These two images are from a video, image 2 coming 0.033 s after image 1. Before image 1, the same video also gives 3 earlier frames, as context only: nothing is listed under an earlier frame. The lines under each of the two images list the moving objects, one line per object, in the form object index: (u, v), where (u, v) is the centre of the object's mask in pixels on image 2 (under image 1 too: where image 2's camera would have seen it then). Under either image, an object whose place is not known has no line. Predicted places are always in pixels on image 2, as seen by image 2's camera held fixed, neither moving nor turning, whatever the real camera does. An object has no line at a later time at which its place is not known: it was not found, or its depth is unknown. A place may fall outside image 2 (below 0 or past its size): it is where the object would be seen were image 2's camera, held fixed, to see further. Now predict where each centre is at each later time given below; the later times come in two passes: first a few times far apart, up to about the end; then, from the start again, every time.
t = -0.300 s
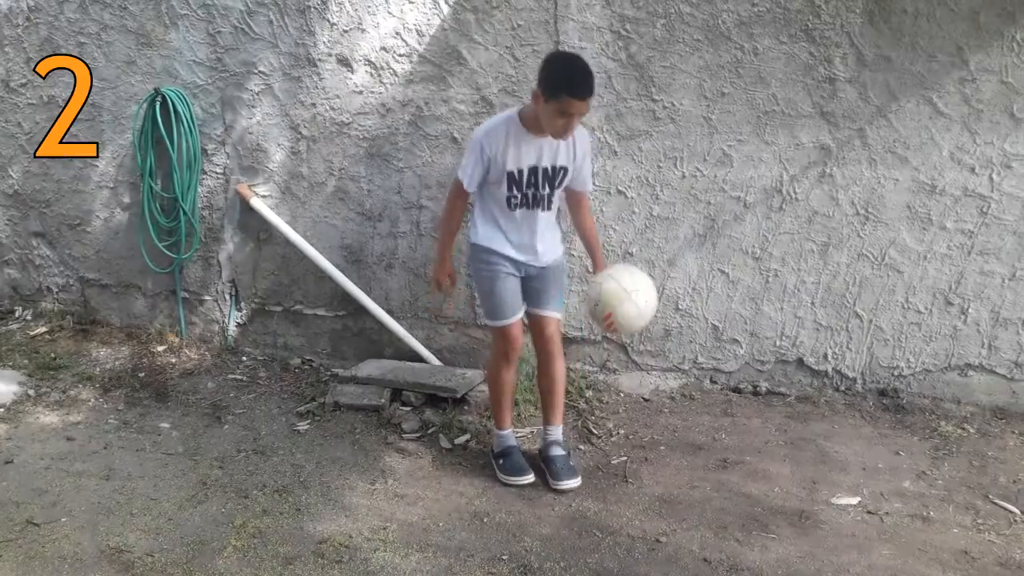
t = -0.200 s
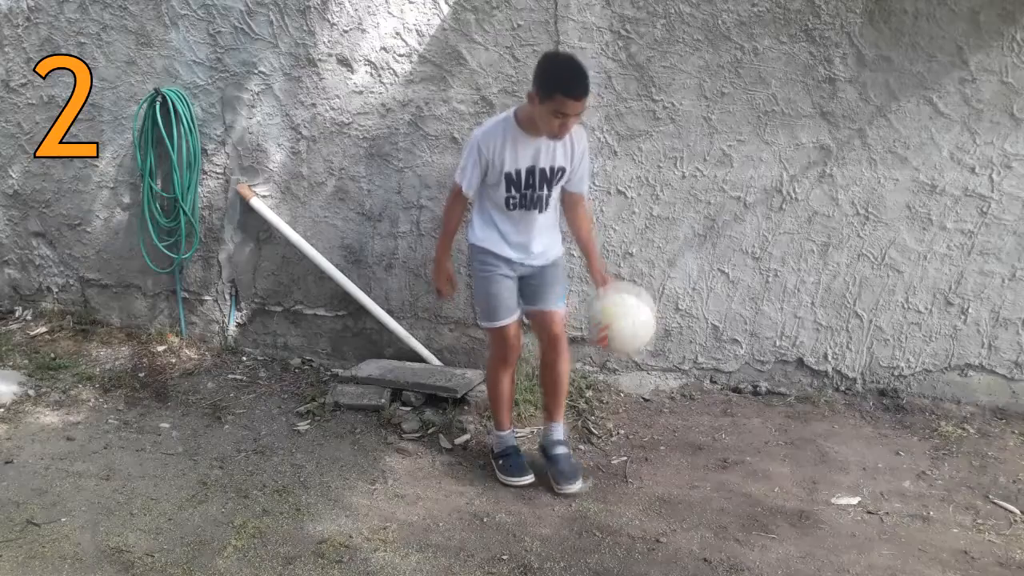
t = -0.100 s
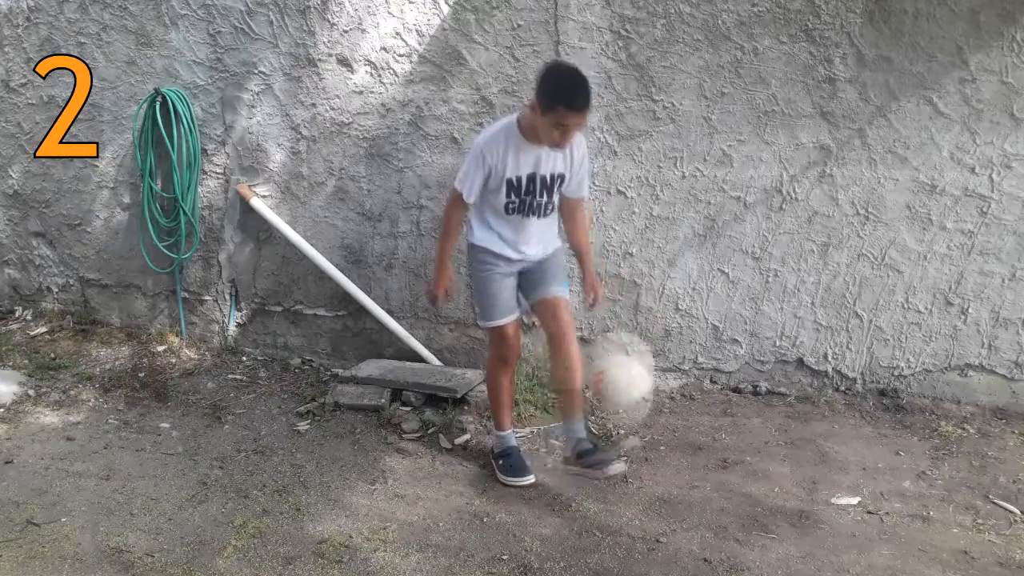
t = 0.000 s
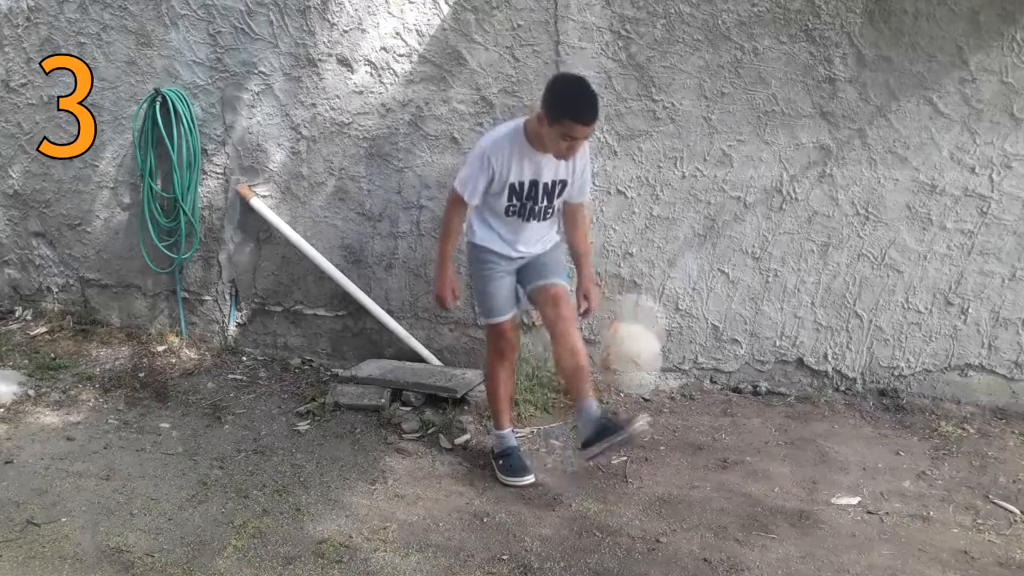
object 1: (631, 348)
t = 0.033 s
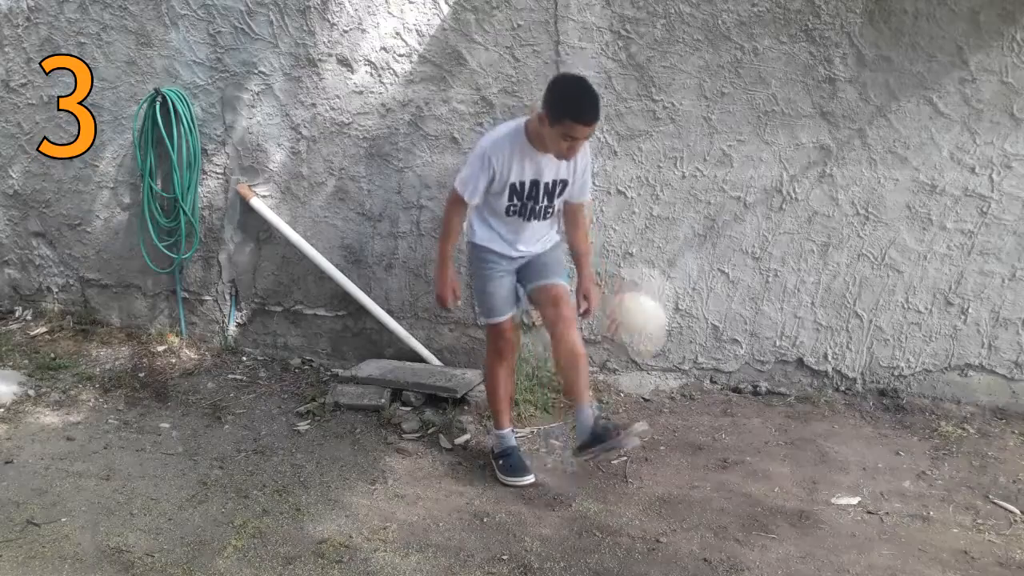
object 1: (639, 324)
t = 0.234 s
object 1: (666, 205)
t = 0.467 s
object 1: (691, 229)
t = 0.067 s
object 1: (646, 289)
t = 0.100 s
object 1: (649, 264)
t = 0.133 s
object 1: (651, 245)
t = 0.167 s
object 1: (657, 228)
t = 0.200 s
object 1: (660, 217)
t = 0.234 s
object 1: (666, 205)
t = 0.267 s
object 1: (670, 198)
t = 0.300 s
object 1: (674, 194)
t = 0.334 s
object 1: (677, 194)
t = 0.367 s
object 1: (681, 197)
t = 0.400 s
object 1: (685, 207)
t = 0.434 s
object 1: (689, 218)
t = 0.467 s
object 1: (691, 229)
